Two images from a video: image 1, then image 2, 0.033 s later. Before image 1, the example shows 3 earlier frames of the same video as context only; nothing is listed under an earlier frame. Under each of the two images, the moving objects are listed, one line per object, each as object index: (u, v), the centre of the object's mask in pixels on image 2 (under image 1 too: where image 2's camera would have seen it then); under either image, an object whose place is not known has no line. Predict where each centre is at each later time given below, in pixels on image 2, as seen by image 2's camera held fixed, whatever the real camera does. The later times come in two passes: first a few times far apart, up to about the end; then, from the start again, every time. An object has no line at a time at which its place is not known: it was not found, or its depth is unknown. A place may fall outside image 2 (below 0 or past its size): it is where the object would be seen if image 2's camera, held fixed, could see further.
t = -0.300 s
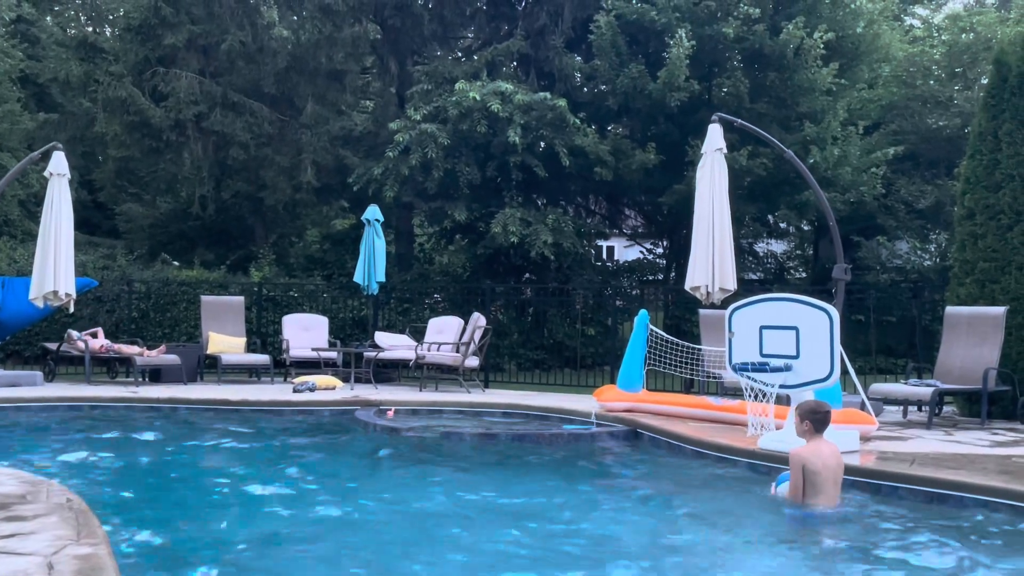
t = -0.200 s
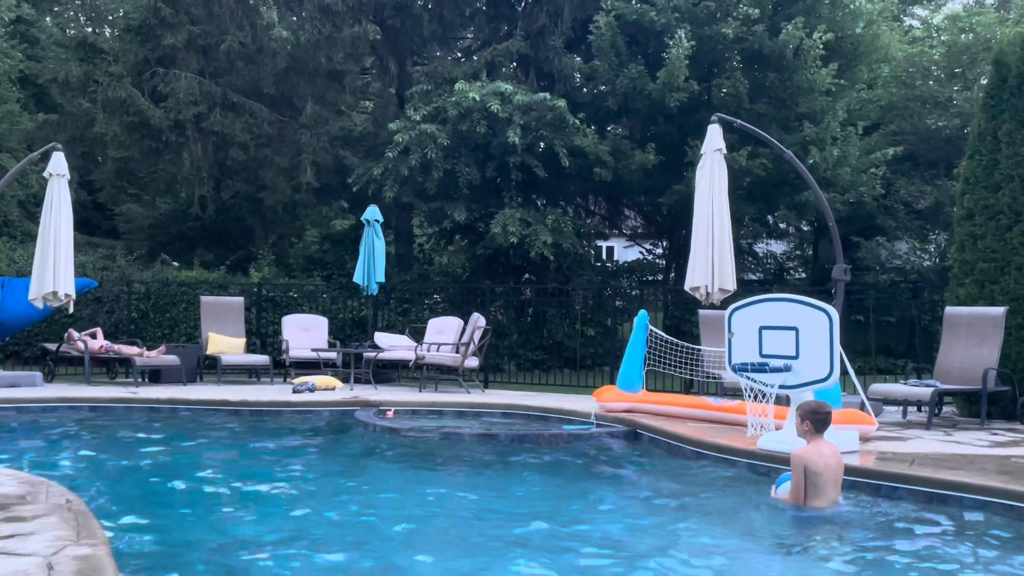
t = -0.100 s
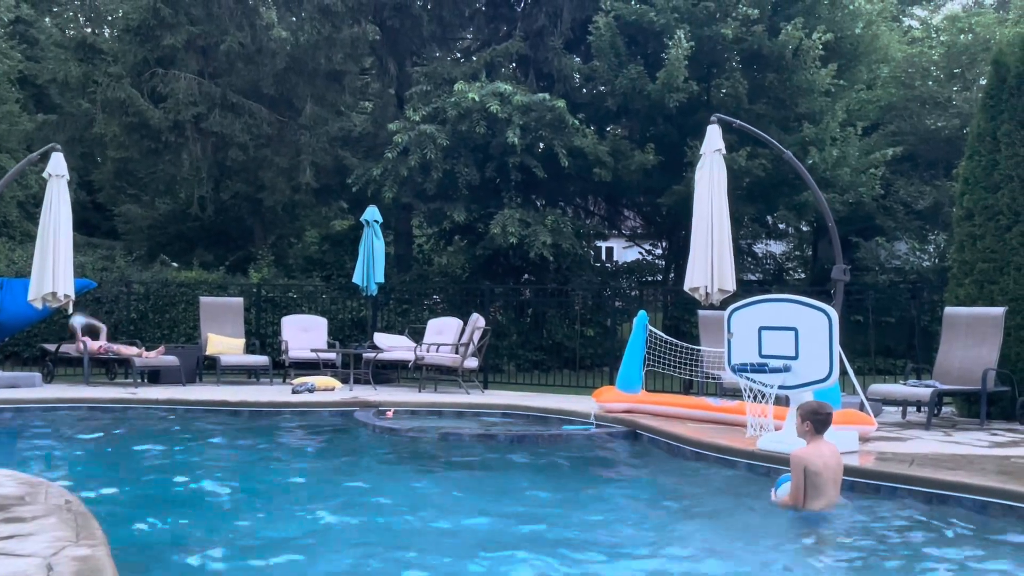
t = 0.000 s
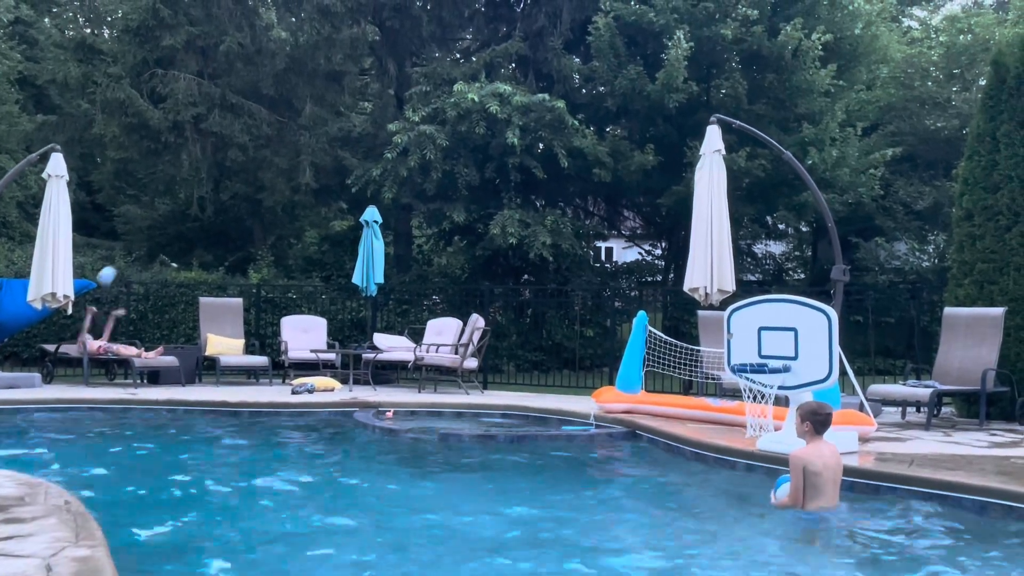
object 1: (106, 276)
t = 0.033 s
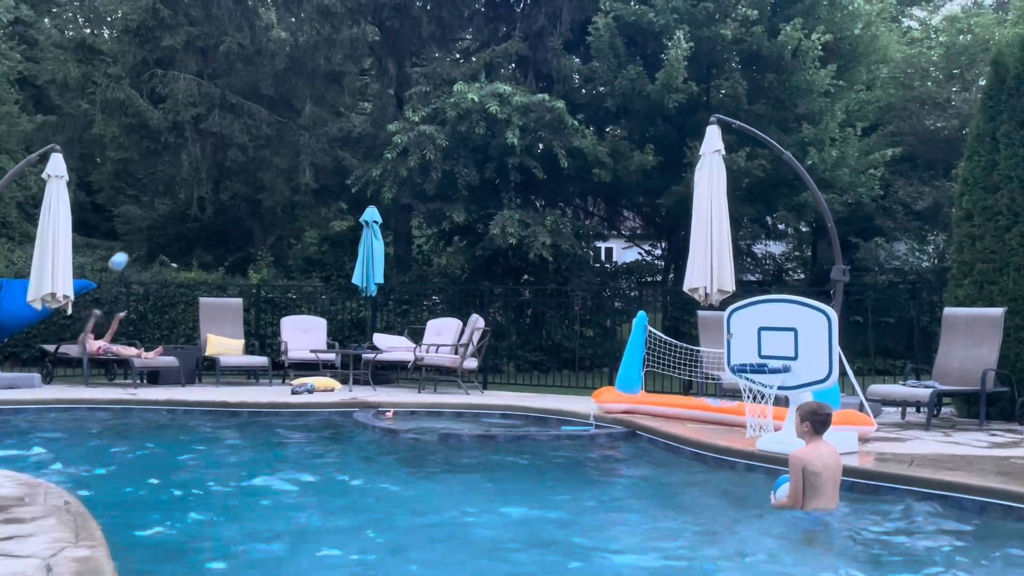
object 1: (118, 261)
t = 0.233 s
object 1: (197, 189)
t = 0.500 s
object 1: (321, 138)
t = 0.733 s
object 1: (457, 154)
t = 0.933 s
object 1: (599, 228)
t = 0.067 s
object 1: (131, 248)
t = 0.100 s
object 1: (143, 235)
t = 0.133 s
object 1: (156, 222)
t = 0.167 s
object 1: (169, 210)
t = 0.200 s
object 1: (183, 199)
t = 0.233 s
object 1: (197, 189)
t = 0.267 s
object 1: (211, 179)
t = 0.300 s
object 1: (226, 171)
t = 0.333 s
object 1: (241, 162)
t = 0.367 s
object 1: (256, 156)
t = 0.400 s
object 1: (272, 150)
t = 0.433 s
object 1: (288, 145)
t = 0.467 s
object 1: (304, 141)
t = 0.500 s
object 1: (321, 138)
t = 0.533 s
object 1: (339, 136)
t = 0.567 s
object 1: (357, 136)
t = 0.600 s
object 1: (376, 138)
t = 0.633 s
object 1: (396, 139)
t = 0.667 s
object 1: (415, 142)
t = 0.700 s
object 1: (436, 147)
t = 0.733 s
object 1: (457, 154)
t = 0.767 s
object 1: (478, 162)
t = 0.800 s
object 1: (501, 171)
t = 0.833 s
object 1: (524, 183)
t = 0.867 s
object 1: (548, 196)
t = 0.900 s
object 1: (574, 211)
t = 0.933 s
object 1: (599, 228)
